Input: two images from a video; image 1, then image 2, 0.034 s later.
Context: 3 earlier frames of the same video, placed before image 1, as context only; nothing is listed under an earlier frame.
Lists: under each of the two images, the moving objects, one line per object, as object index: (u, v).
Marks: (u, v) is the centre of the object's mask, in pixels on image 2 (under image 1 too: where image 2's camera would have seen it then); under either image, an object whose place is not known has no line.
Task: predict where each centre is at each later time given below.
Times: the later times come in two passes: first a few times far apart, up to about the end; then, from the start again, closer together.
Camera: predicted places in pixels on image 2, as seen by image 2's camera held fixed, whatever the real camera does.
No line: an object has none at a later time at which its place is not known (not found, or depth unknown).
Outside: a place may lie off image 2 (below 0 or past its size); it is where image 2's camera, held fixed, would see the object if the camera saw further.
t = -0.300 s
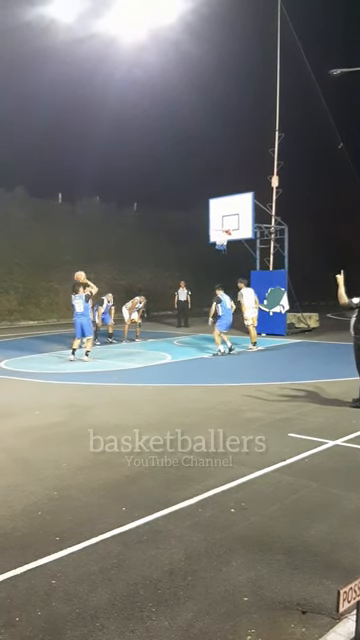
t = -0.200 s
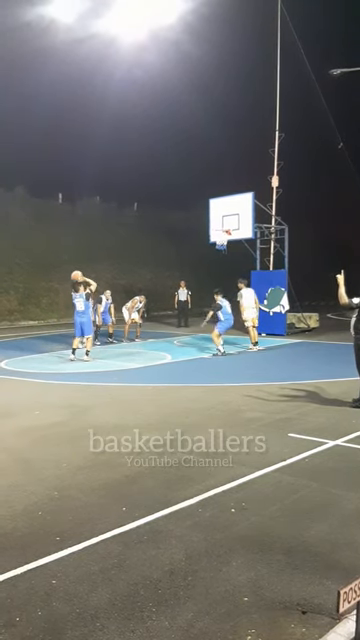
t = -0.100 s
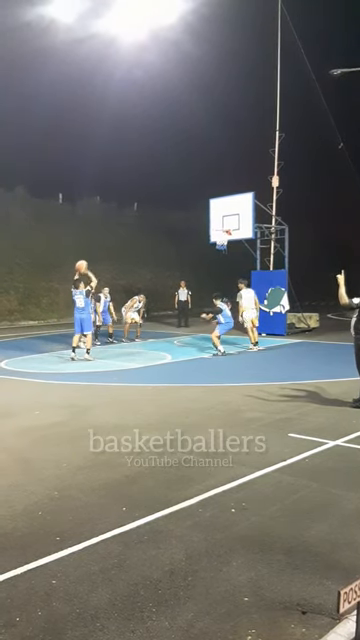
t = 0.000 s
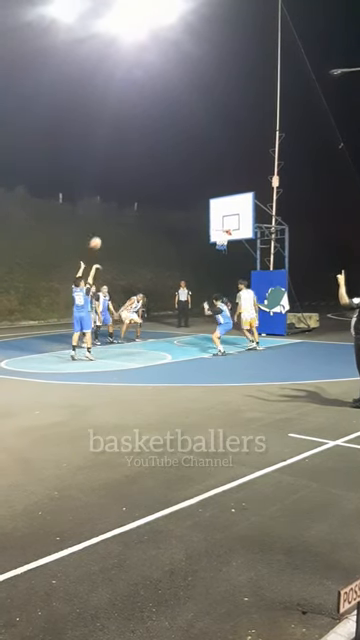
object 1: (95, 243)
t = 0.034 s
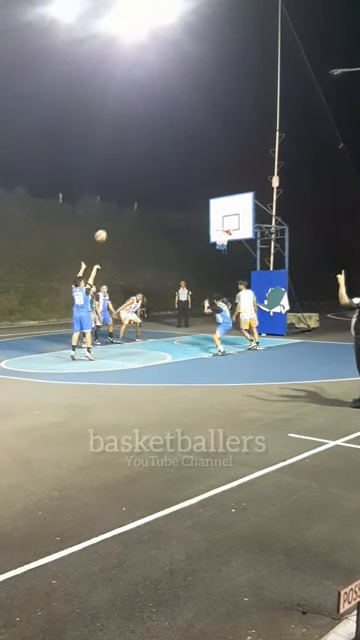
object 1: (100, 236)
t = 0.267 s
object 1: (135, 199)
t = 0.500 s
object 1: (166, 188)
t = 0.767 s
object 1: (199, 200)
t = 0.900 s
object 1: (213, 216)
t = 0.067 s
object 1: (105, 229)
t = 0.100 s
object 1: (110, 222)
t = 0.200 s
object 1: (126, 207)
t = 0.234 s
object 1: (131, 203)
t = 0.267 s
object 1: (135, 199)
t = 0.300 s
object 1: (140, 196)
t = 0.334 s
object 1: (144, 194)
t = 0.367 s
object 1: (149, 191)
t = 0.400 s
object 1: (153, 190)
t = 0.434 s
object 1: (158, 189)
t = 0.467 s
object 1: (162, 188)
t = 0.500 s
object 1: (166, 188)
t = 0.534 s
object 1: (171, 188)
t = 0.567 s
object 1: (175, 188)
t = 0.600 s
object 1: (179, 189)
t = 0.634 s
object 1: (183, 191)
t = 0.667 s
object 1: (187, 193)
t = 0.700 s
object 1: (191, 195)
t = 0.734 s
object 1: (195, 197)
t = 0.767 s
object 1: (199, 200)
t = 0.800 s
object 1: (203, 203)
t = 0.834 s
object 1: (205, 207)
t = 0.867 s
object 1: (209, 211)
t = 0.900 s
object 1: (213, 216)
